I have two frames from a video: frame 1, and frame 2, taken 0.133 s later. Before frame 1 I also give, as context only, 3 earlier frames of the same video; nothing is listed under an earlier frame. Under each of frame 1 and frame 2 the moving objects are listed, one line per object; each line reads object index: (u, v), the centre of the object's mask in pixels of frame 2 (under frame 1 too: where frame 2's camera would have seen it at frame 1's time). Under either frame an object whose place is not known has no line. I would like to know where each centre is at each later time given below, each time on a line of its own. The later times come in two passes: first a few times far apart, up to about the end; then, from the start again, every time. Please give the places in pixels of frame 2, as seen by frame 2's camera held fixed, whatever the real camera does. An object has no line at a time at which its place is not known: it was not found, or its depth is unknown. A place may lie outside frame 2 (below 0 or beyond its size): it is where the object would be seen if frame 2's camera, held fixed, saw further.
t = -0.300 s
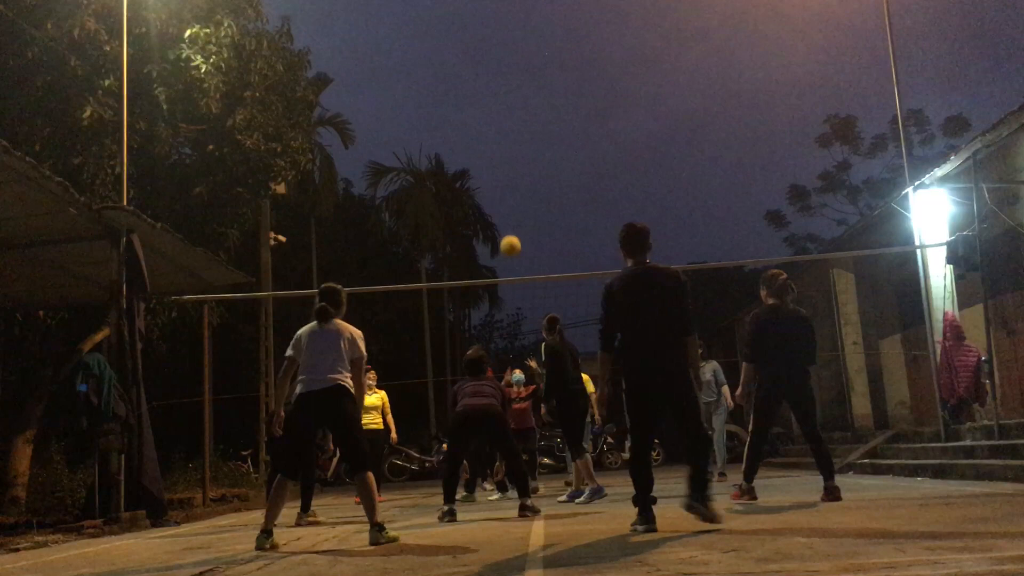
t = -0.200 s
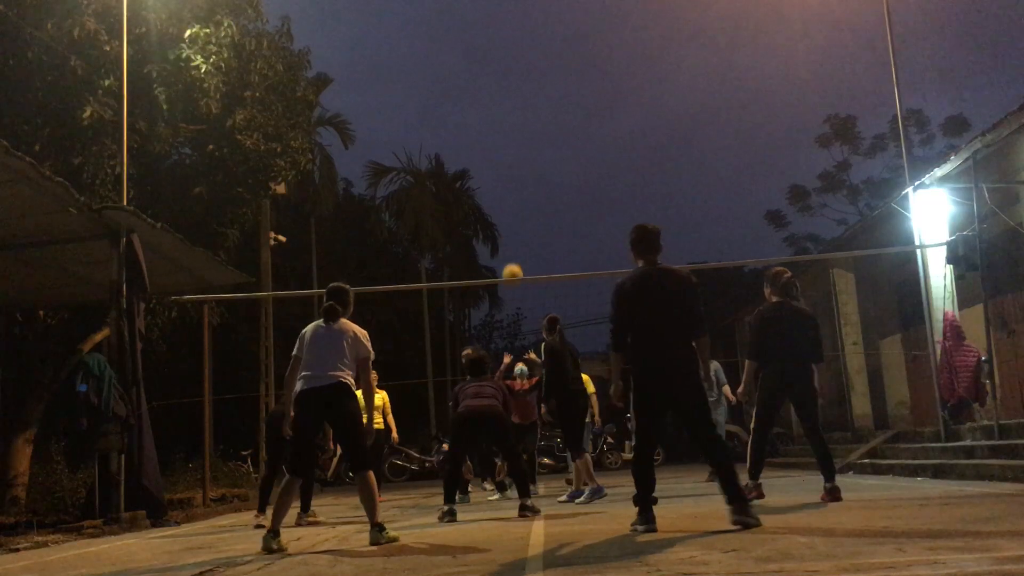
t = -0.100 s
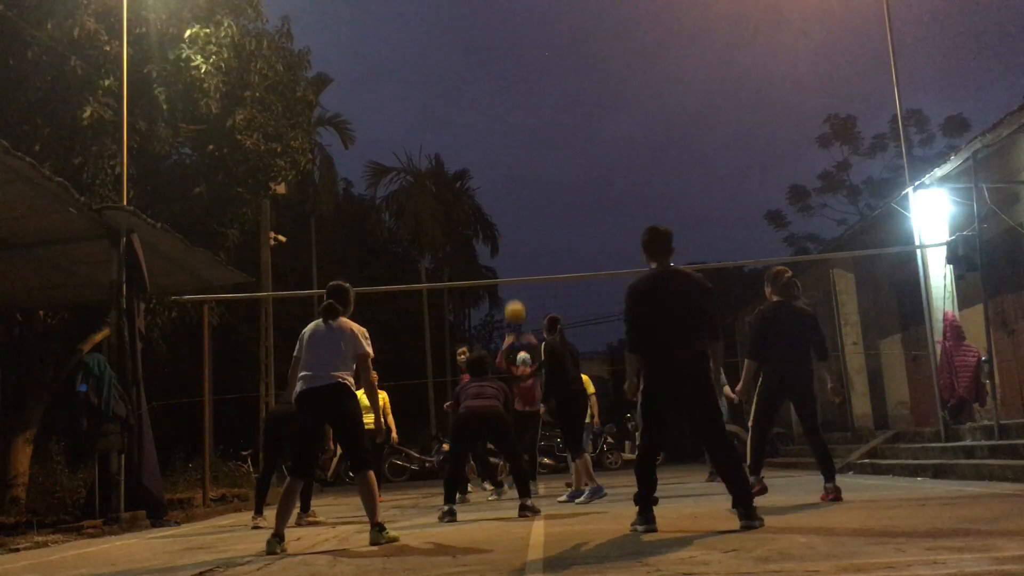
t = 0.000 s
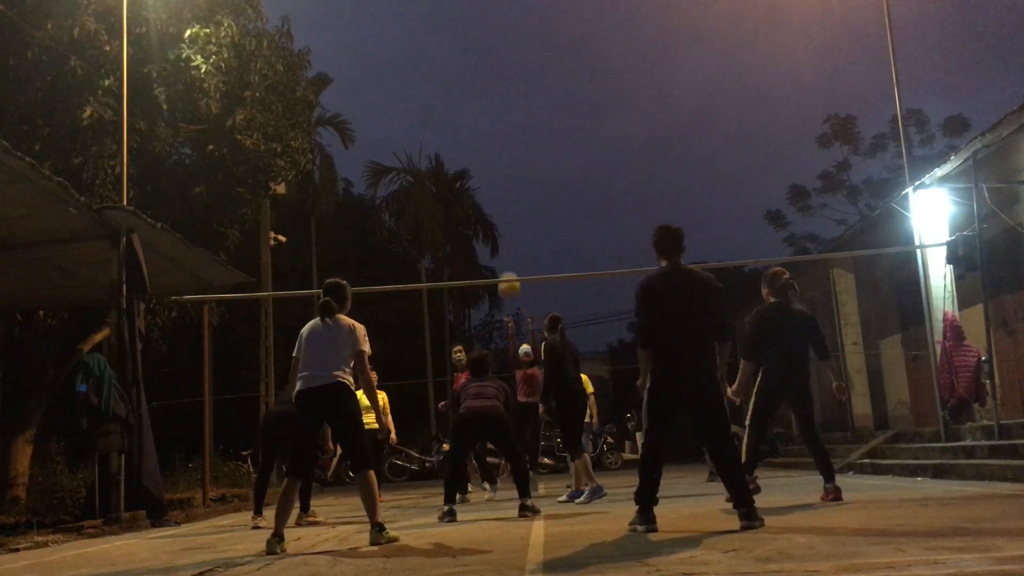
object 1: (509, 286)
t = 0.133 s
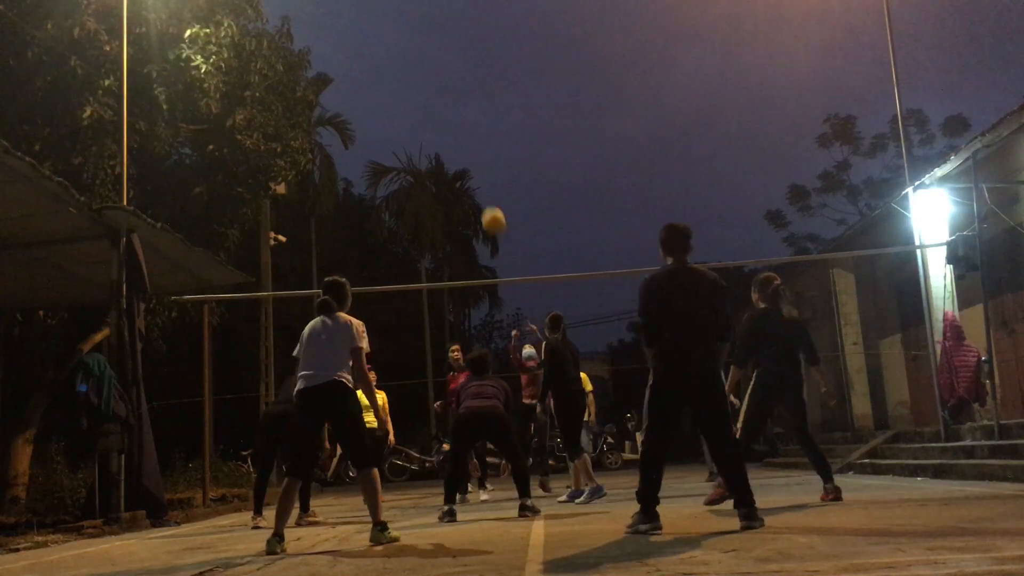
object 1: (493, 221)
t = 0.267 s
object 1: (480, 171)
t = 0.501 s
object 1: (452, 121)
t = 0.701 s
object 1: (423, 126)
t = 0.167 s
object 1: (490, 206)
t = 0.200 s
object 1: (486, 192)
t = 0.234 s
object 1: (483, 181)
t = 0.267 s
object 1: (480, 171)
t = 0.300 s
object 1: (476, 161)
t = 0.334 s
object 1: (473, 151)
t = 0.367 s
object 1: (469, 143)
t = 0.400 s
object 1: (465, 135)
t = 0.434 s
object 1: (460, 130)
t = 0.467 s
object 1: (457, 125)
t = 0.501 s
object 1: (452, 121)
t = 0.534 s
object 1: (447, 118)
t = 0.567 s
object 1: (443, 117)
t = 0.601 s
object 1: (438, 117)
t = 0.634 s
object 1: (433, 118)
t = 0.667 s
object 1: (429, 121)
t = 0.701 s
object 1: (423, 126)
